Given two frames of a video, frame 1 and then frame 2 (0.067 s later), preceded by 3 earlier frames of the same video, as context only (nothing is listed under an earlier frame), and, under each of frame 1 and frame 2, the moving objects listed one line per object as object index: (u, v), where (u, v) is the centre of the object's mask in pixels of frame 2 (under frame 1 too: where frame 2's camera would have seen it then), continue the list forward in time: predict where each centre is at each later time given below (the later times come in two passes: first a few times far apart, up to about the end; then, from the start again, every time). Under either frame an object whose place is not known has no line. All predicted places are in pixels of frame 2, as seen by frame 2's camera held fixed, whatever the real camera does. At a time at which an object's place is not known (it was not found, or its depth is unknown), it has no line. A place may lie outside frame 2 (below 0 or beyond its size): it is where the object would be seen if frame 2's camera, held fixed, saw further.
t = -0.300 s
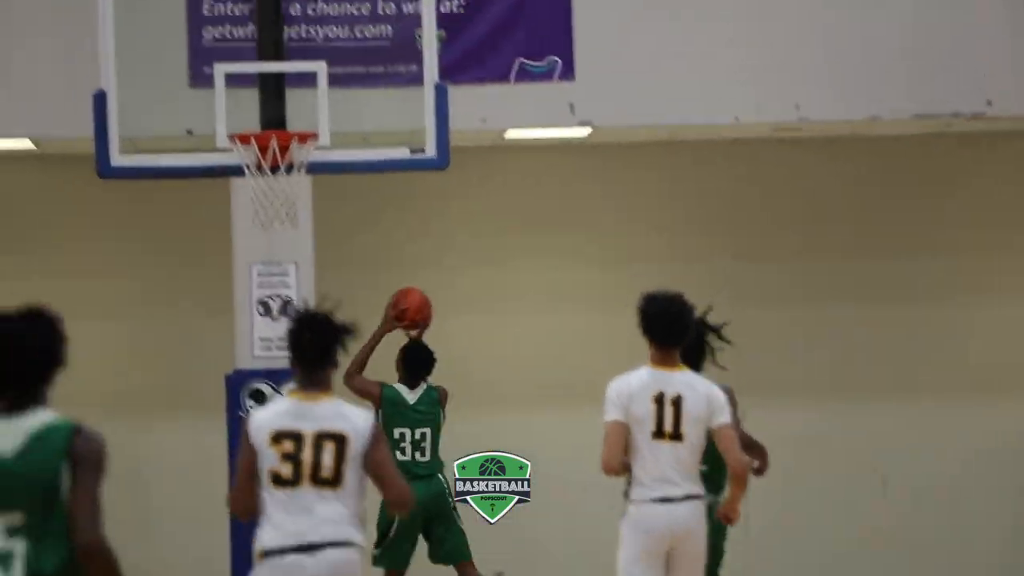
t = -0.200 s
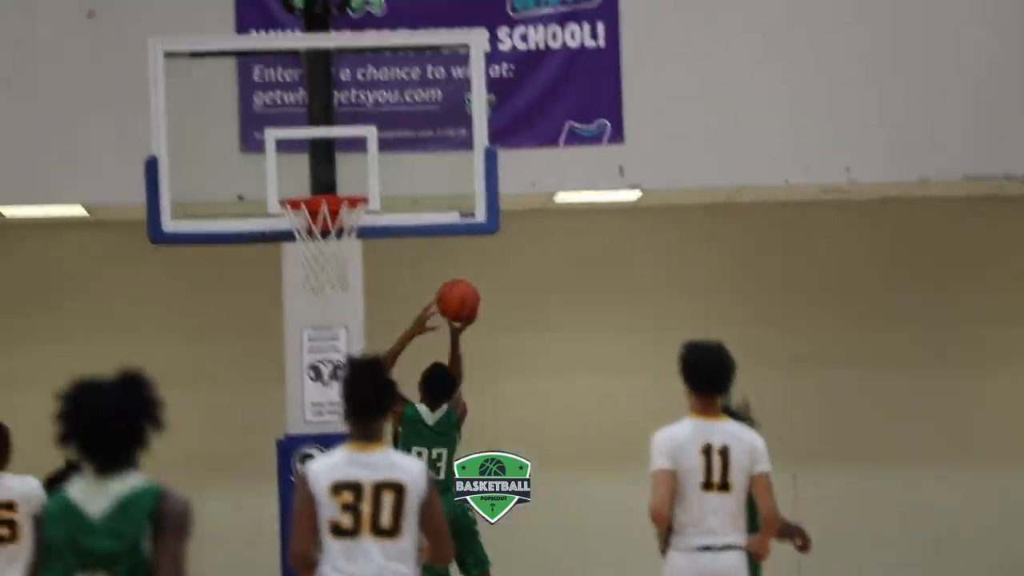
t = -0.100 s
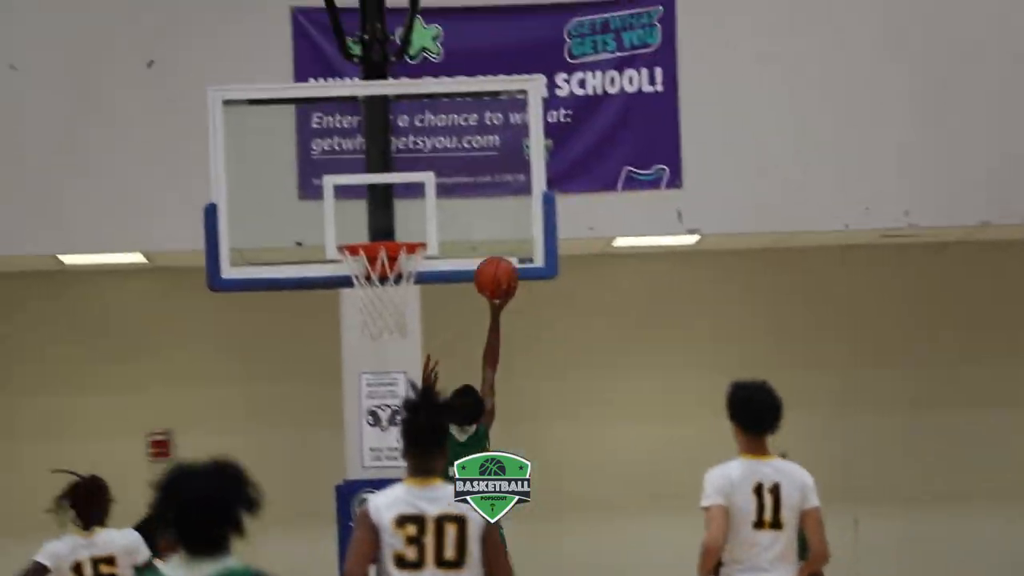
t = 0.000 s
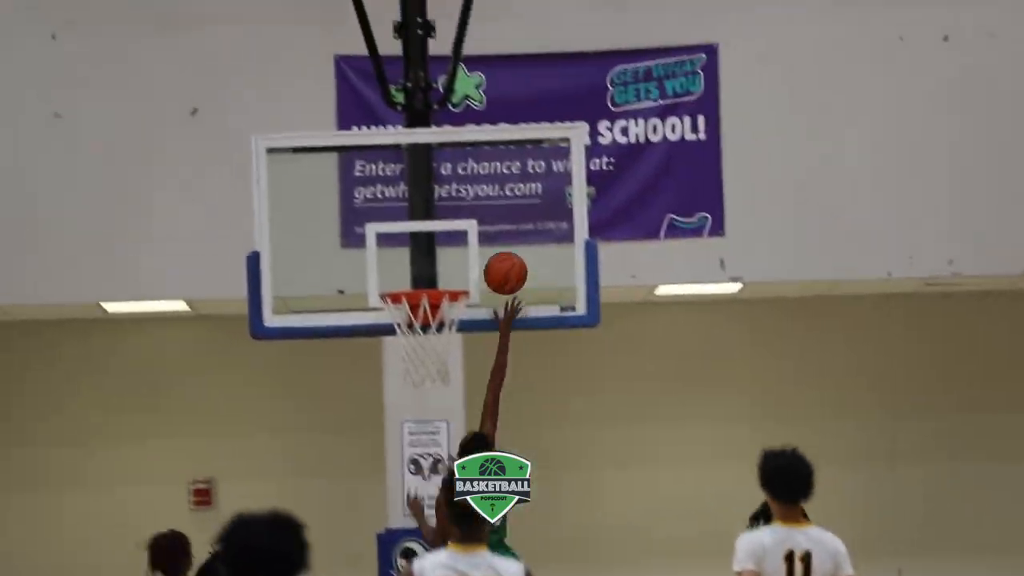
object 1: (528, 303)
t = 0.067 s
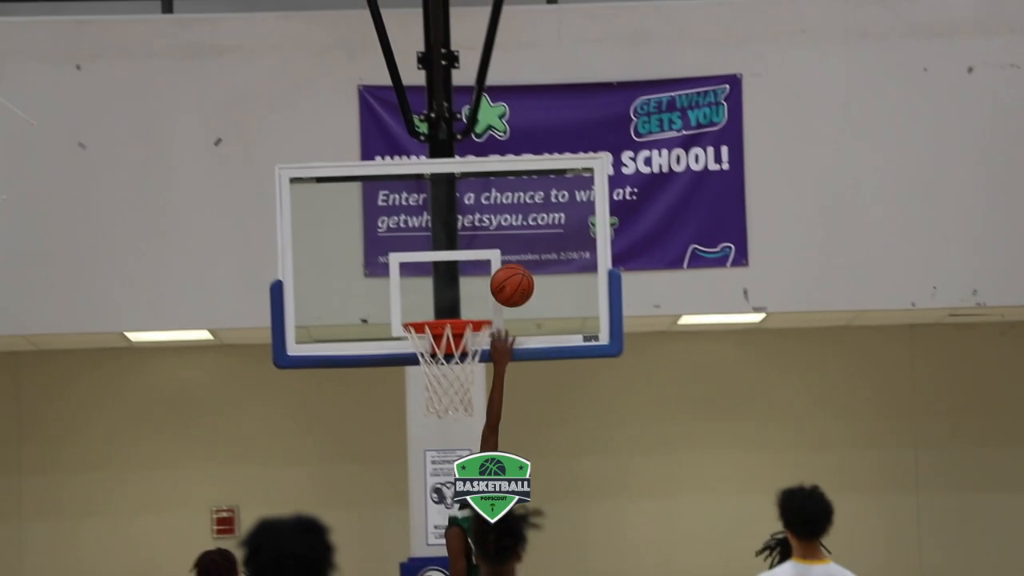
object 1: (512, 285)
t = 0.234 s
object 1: (480, 288)
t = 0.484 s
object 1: (438, 362)
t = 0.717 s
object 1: (425, 471)
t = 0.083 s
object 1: (508, 284)
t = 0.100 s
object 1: (506, 282)
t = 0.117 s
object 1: (502, 281)
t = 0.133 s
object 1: (499, 281)
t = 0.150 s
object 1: (496, 280)
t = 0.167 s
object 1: (493, 281)
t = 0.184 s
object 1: (490, 282)
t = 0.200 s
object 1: (486, 283)
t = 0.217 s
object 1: (483, 285)
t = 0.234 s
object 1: (480, 288)
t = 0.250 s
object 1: (477, 290)
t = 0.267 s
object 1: (474, 294)
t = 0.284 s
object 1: (470, 297)
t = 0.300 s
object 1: (468, 301)
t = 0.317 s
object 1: (465, 303)
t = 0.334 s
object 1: (461, 306)
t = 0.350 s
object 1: (459, 309)
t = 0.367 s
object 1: (456, 311)
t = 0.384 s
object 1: (453, 312)
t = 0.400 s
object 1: (450, 315)
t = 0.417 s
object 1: (448, 317)
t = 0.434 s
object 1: (455, 345)
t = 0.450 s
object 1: (444, 349)
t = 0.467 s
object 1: (443, 354)
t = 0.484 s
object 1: (438, 362)
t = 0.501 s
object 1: (435, 371)
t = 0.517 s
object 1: (433, 377)
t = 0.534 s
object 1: (432, 383)
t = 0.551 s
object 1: (431, 390)
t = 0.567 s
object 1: (430, 397)
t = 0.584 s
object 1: (429, 403)
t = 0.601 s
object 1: (429, 409)
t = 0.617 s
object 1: (428, 420)
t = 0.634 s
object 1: (427, 425)
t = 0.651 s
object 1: (427, 433)
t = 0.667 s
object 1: (426, 442)
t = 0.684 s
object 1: (426, 451)
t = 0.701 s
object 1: (425, 461)
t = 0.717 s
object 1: (425, 471)
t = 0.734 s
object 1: (424, 482)
